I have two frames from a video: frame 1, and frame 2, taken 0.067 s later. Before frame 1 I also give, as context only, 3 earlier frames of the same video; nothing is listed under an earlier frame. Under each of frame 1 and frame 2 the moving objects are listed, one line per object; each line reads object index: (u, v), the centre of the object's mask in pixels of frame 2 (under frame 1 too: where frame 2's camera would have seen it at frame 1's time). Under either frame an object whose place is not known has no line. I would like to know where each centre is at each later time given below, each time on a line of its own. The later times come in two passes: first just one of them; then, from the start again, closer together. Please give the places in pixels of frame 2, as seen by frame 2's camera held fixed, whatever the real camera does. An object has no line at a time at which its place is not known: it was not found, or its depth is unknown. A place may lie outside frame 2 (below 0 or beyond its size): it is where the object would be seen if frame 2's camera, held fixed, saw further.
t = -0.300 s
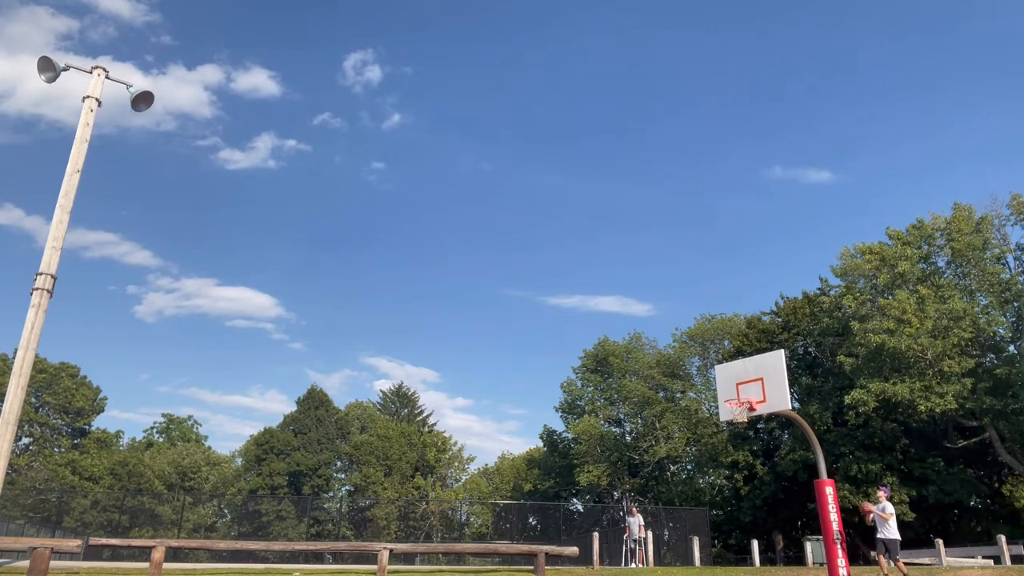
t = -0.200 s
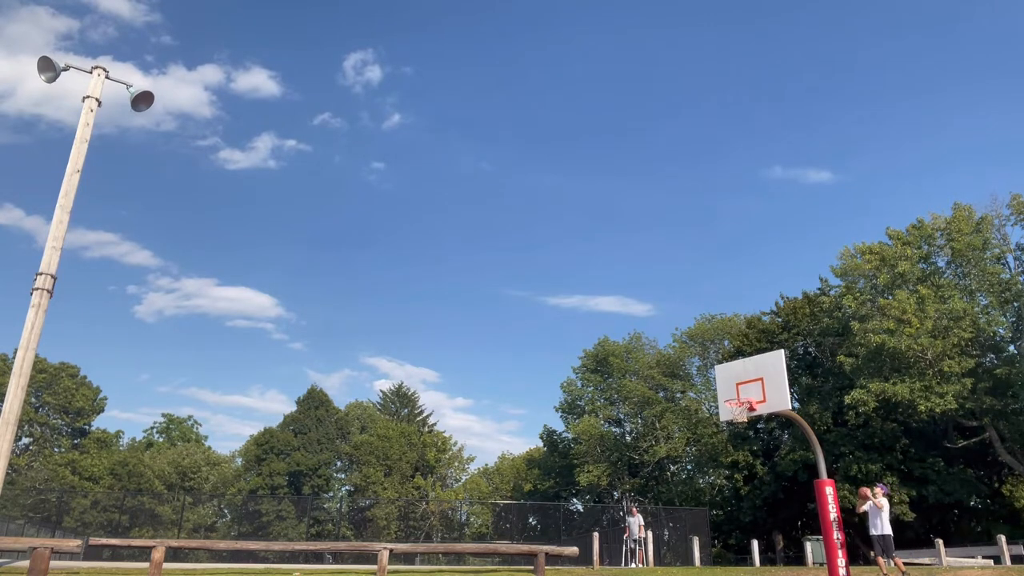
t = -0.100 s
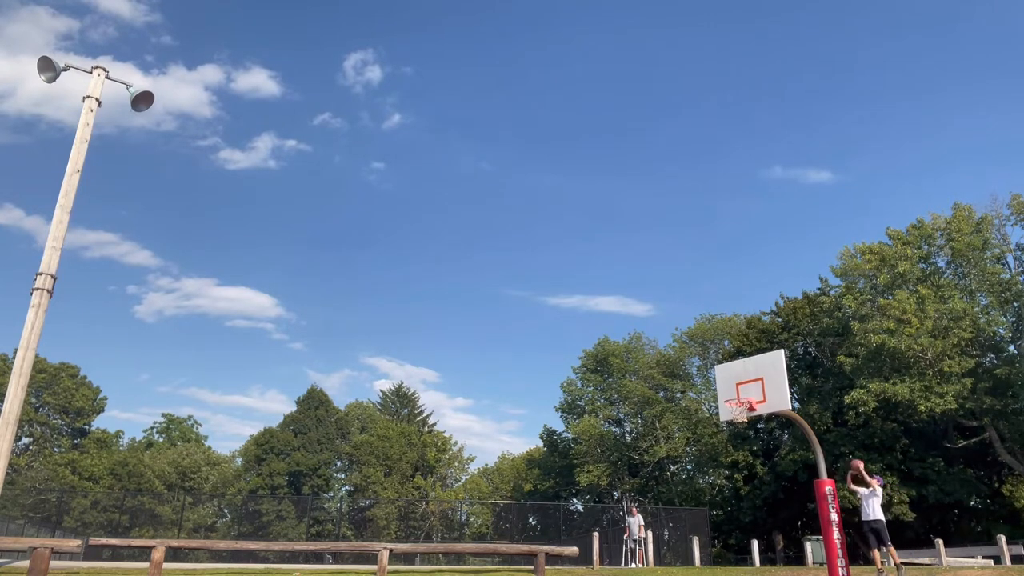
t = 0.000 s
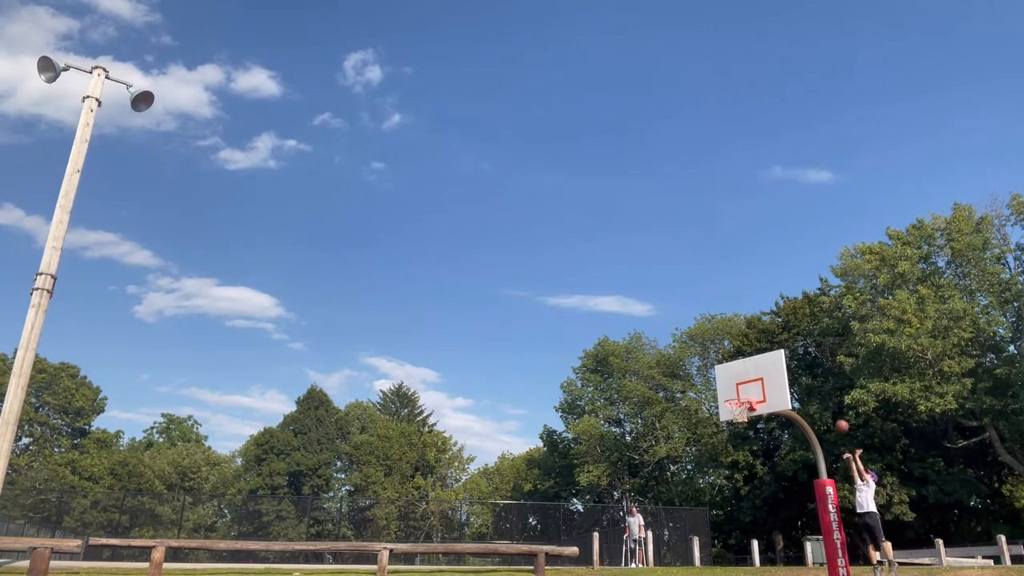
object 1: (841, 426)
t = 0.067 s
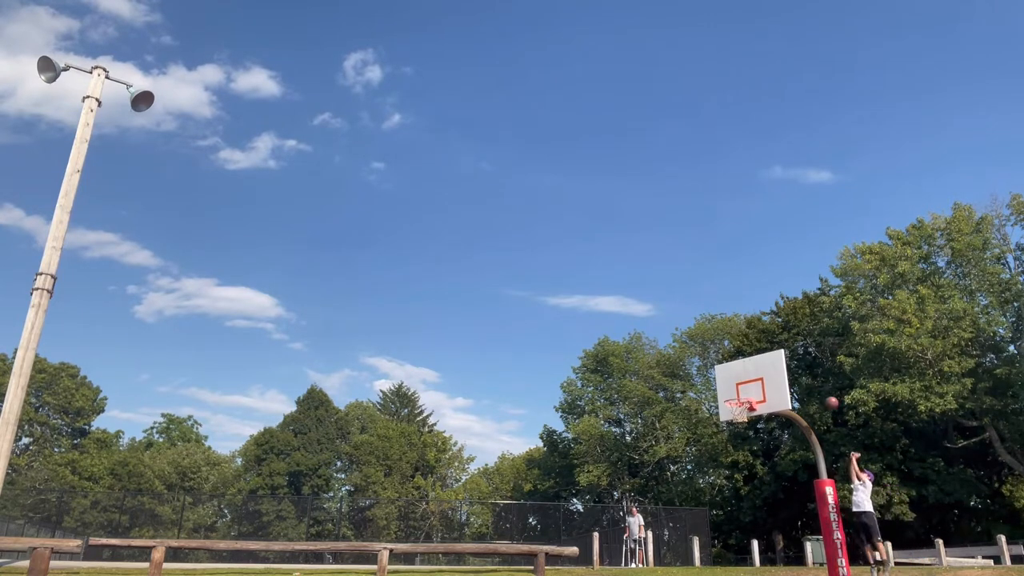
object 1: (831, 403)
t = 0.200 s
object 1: (812, 365)
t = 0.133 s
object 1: (822, 382)
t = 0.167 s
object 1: (817, 373)
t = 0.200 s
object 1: (812, 365)
